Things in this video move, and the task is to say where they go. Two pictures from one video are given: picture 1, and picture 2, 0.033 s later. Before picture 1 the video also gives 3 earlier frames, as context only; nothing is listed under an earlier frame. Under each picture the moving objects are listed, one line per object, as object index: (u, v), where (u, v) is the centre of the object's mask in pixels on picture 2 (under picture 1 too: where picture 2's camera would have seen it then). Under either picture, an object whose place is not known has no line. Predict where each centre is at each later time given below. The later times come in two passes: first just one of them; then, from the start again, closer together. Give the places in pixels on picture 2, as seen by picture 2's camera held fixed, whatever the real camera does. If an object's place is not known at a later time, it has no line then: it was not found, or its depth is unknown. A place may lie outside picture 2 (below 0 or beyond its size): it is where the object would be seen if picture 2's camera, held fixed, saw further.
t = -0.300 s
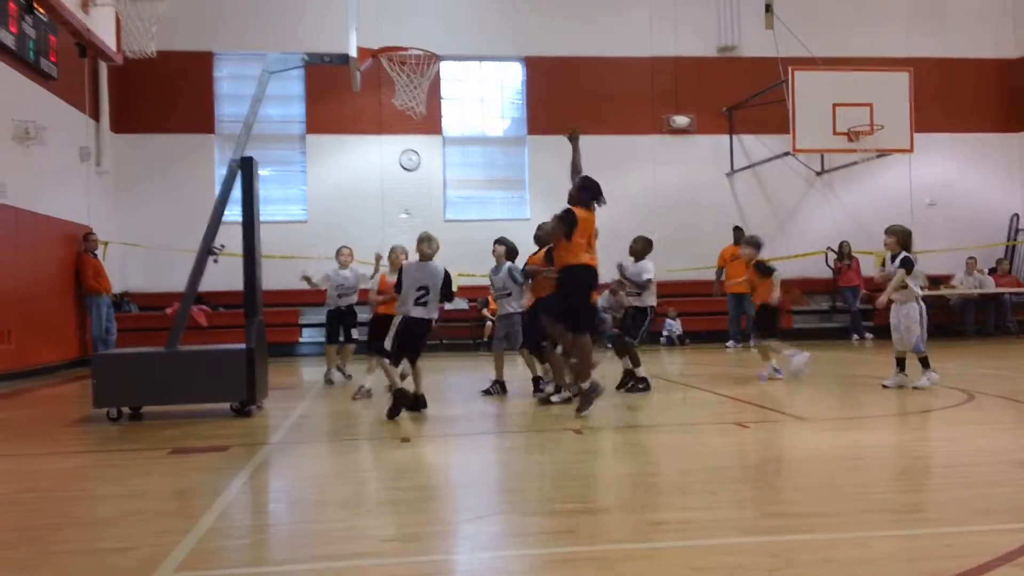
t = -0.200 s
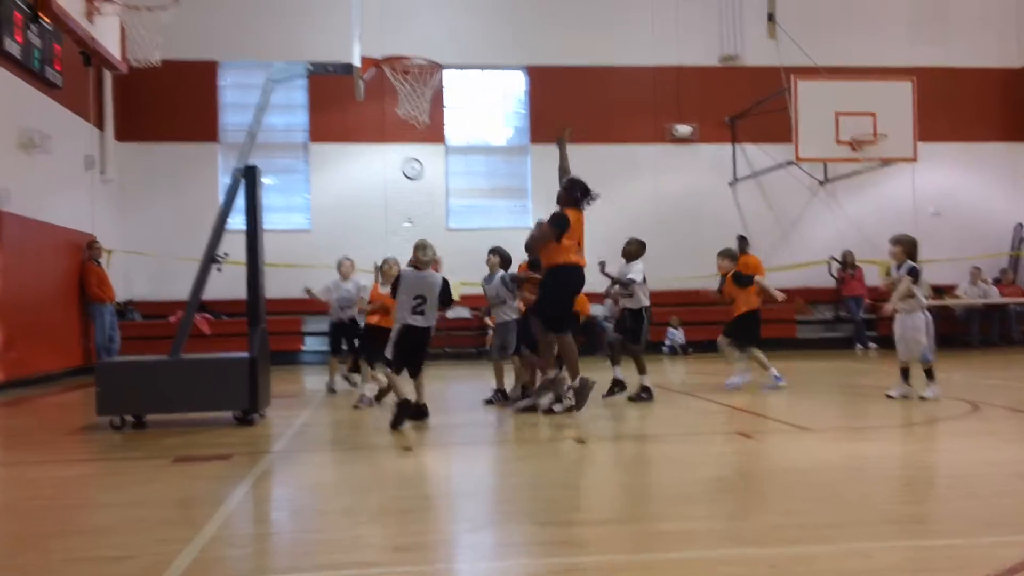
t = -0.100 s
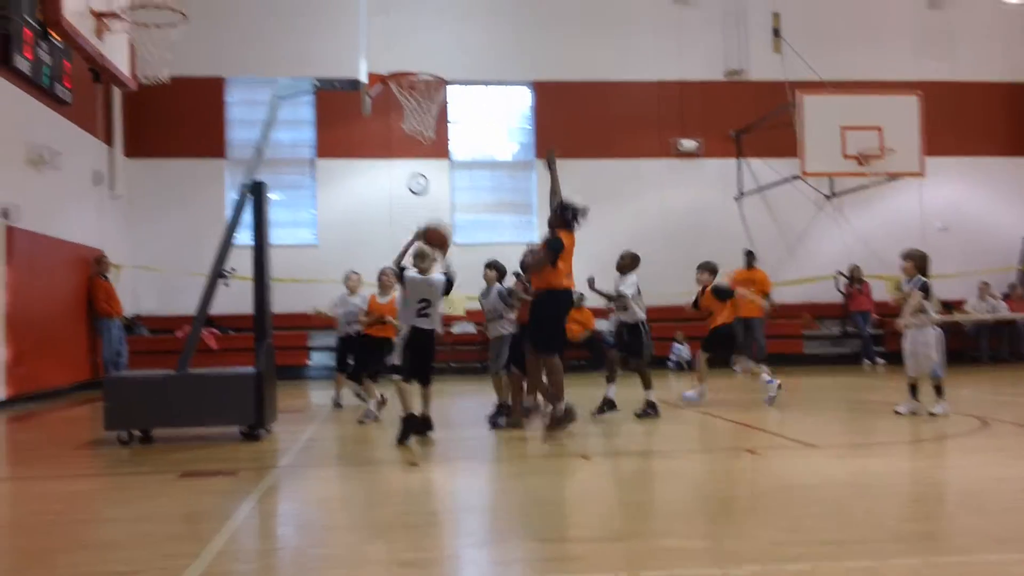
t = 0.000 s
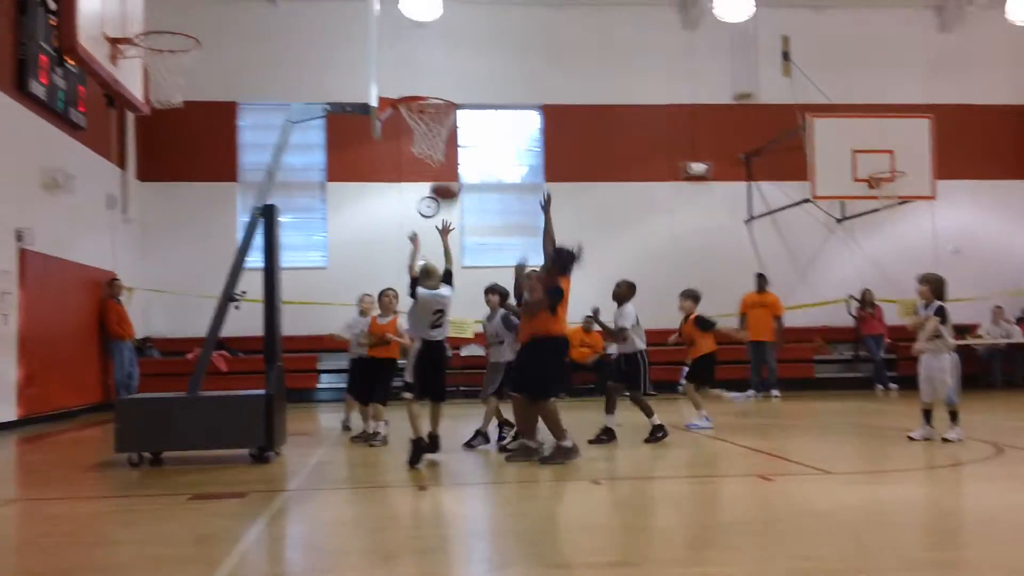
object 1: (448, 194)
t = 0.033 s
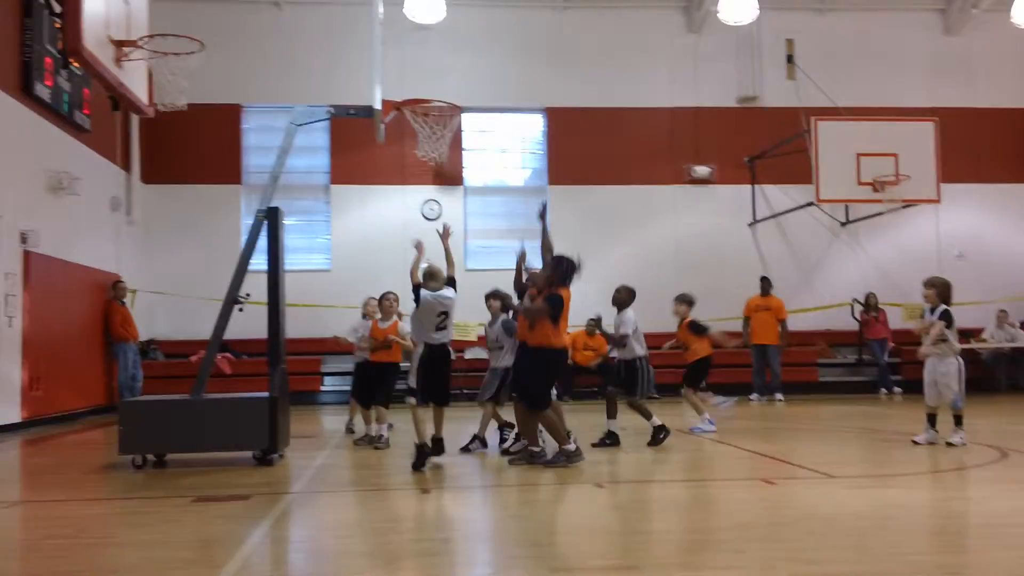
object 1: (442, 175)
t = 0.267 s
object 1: (453, 68)
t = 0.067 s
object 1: (446, 158)
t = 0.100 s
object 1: (449, 139)
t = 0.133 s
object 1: (450, 118)
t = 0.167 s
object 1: (450, 103)
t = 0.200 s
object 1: (449, 89)
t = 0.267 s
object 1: (453, 68)
